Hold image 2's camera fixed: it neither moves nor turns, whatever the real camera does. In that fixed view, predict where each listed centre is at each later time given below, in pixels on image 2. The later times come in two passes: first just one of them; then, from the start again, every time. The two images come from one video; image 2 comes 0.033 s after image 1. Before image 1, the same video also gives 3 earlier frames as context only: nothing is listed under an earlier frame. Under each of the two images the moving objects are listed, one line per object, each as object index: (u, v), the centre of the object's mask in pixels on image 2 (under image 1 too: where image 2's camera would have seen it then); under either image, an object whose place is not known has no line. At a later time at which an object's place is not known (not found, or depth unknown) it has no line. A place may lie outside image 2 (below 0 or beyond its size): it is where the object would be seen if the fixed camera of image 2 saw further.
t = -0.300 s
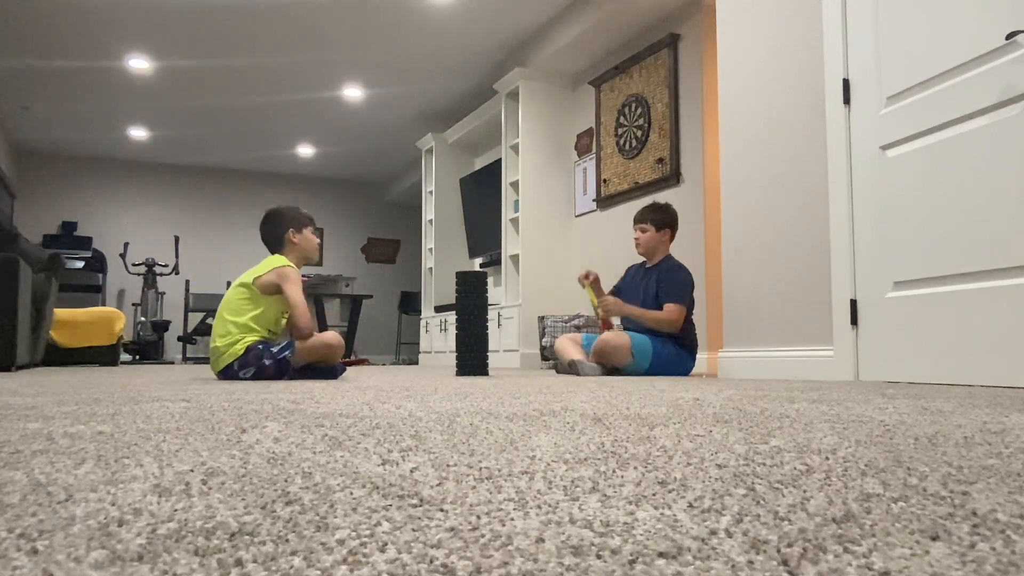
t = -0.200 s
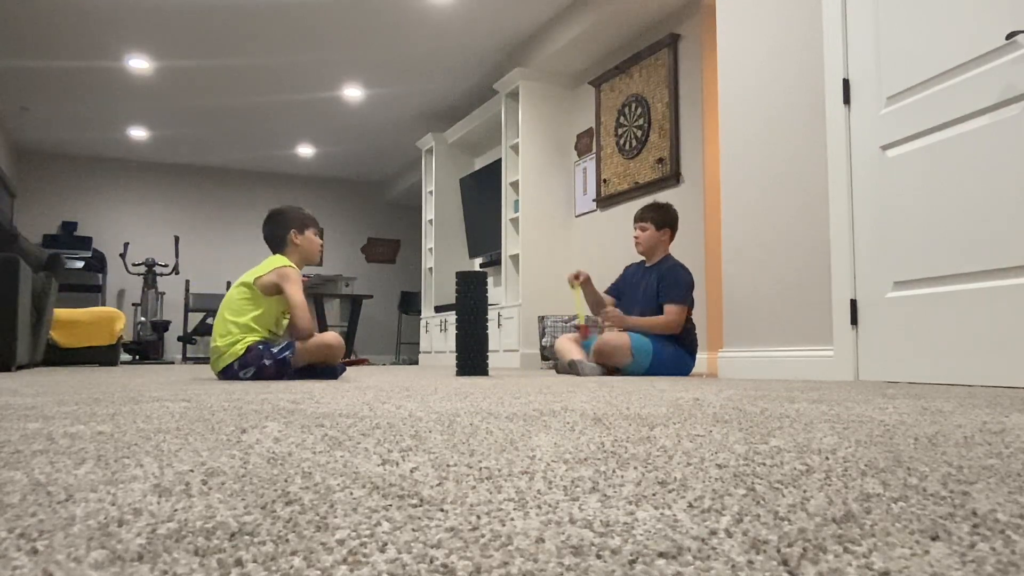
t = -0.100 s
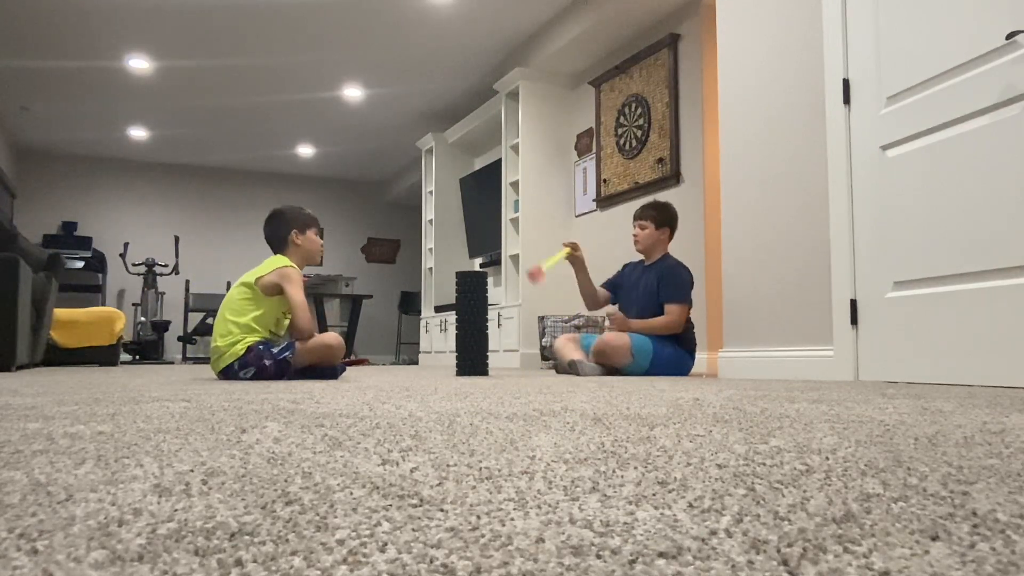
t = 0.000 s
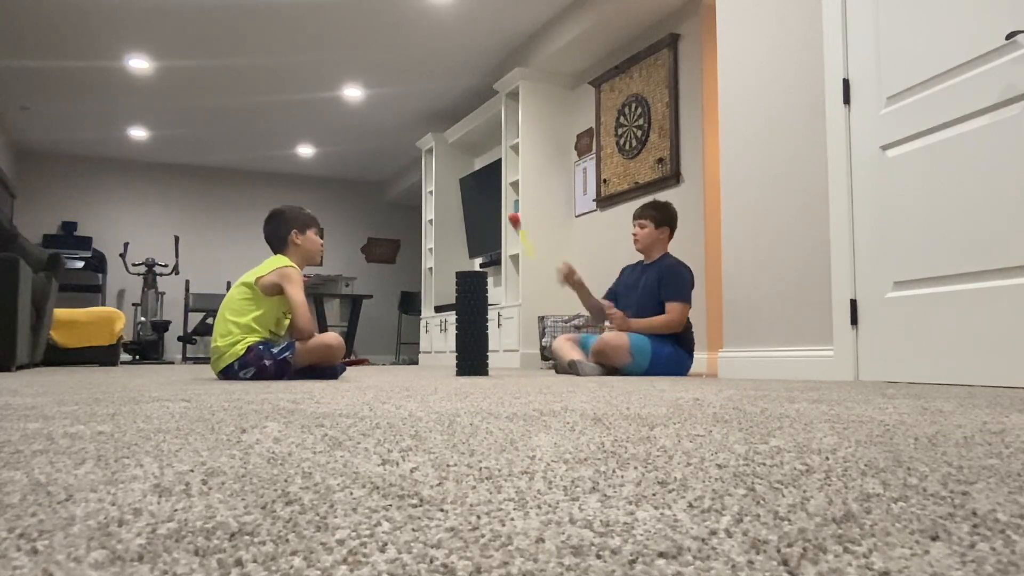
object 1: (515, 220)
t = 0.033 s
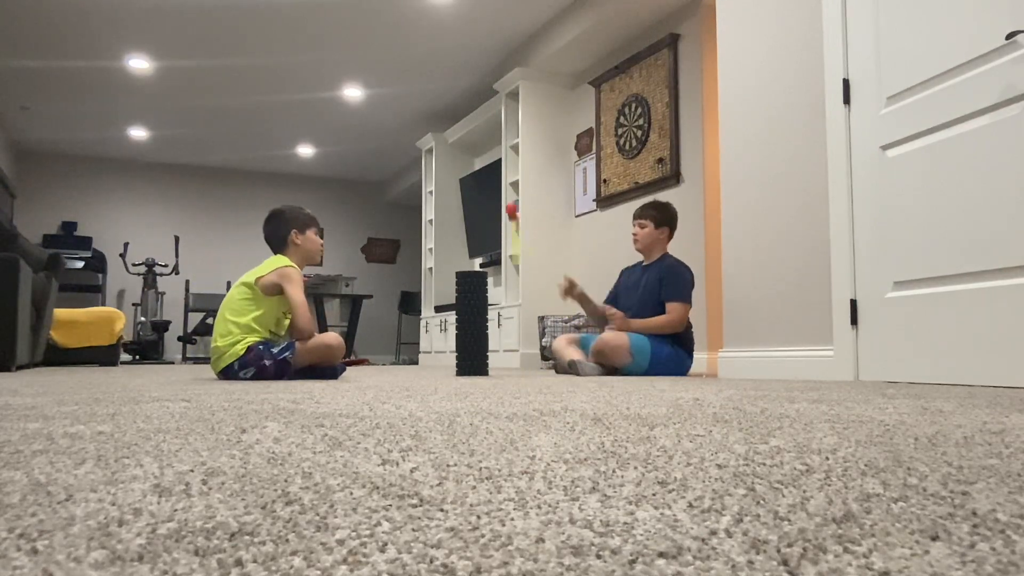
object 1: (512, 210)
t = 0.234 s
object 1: (479, 257)
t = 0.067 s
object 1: (509, 208)
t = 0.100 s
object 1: (507, 210)
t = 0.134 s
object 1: (503, 217)
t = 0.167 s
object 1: (491, 230)
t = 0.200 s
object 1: (490, 242)
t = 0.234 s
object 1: (479, 257)
